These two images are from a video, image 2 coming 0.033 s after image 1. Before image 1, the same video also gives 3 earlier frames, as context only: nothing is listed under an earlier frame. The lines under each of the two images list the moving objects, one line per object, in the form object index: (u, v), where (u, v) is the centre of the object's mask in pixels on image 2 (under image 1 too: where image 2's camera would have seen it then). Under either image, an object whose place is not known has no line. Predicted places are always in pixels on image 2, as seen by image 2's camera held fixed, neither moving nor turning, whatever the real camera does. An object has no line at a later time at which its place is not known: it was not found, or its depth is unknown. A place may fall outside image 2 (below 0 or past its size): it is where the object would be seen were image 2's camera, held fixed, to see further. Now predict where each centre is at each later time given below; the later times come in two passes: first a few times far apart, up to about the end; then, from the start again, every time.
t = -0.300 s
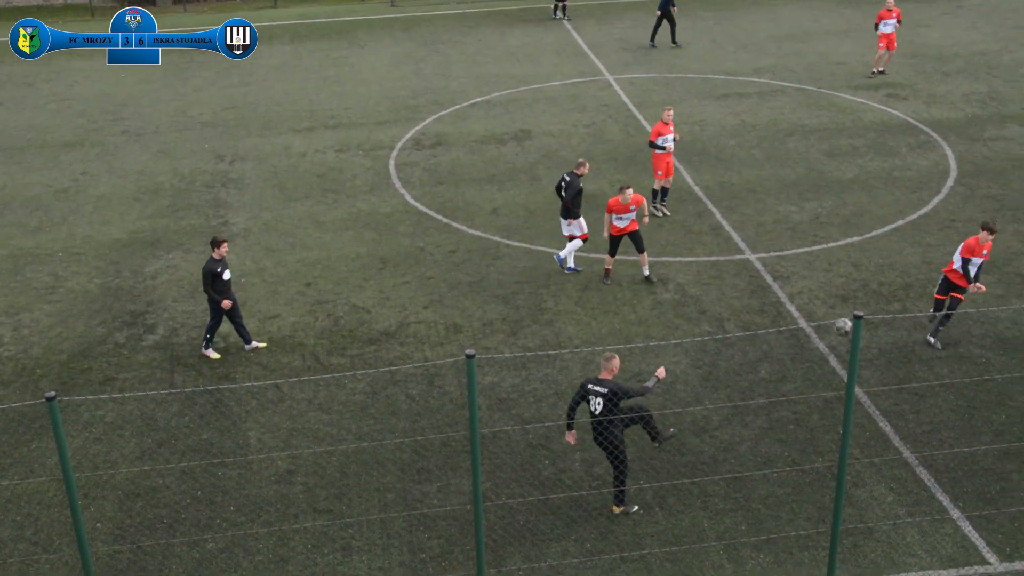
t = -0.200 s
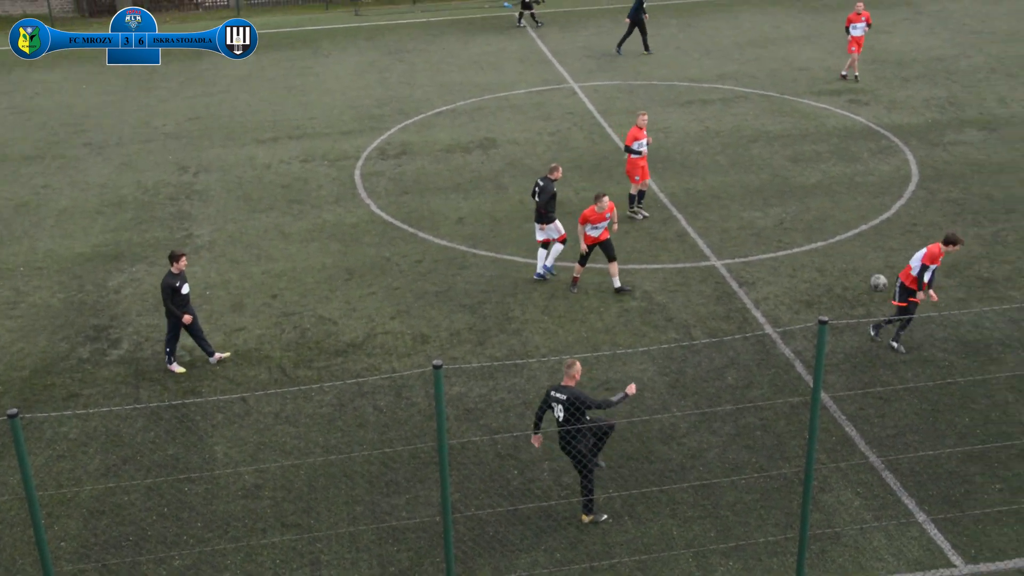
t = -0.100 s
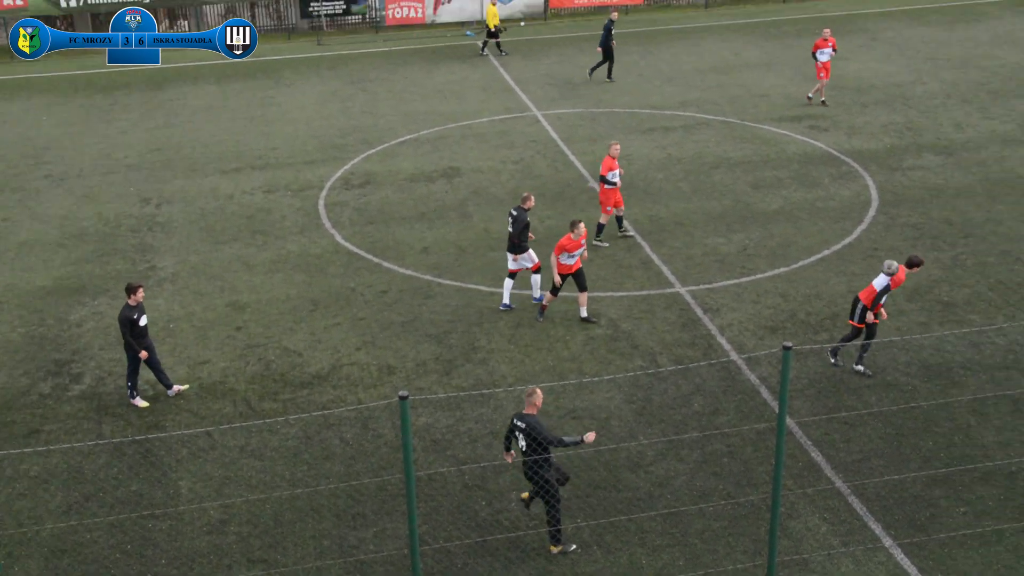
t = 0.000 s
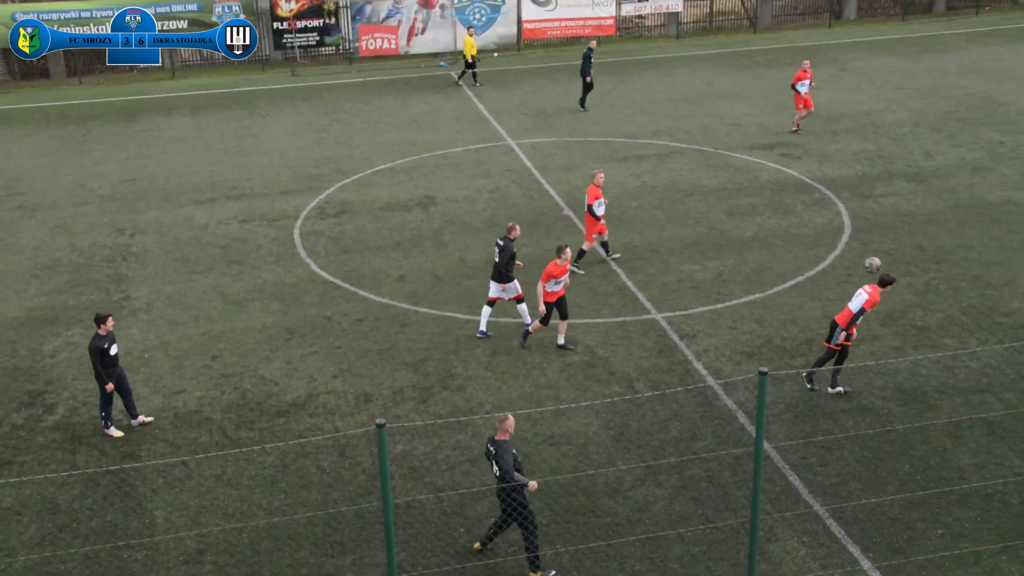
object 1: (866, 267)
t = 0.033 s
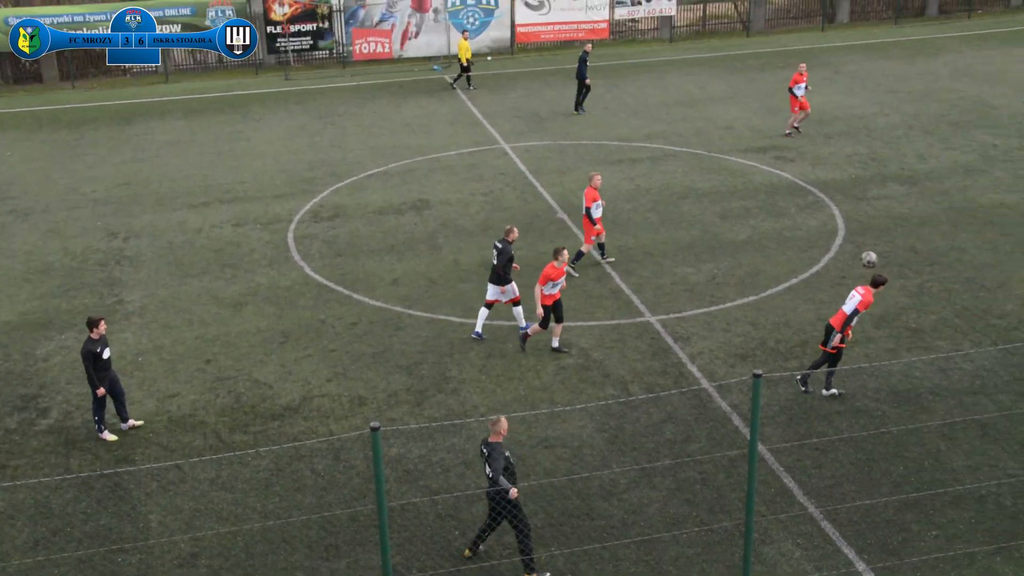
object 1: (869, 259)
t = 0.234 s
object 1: (882, 228)
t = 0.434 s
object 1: (893, 224)
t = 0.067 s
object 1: (871, 252)
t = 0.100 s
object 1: (874, 245)
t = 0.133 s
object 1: (876, 240)
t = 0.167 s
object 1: (878, 235)
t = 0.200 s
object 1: (880, 231)
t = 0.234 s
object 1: (882, 228)
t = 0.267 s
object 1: (884, 225)
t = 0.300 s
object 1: (886, 223)
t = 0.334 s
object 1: (888, 222)
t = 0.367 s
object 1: (889, 222)
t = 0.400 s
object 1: (891, 223)
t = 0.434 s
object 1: (893, 224)
